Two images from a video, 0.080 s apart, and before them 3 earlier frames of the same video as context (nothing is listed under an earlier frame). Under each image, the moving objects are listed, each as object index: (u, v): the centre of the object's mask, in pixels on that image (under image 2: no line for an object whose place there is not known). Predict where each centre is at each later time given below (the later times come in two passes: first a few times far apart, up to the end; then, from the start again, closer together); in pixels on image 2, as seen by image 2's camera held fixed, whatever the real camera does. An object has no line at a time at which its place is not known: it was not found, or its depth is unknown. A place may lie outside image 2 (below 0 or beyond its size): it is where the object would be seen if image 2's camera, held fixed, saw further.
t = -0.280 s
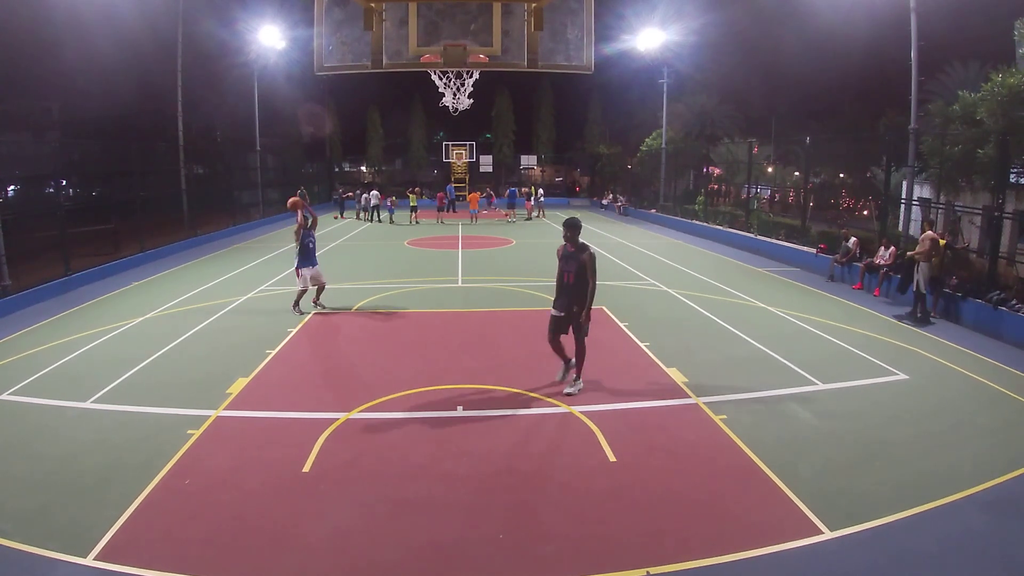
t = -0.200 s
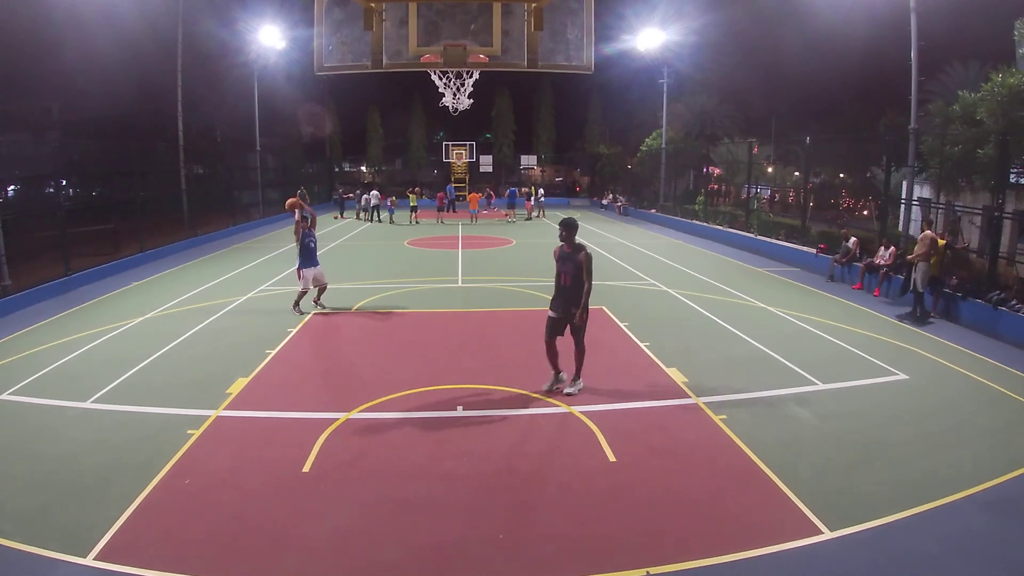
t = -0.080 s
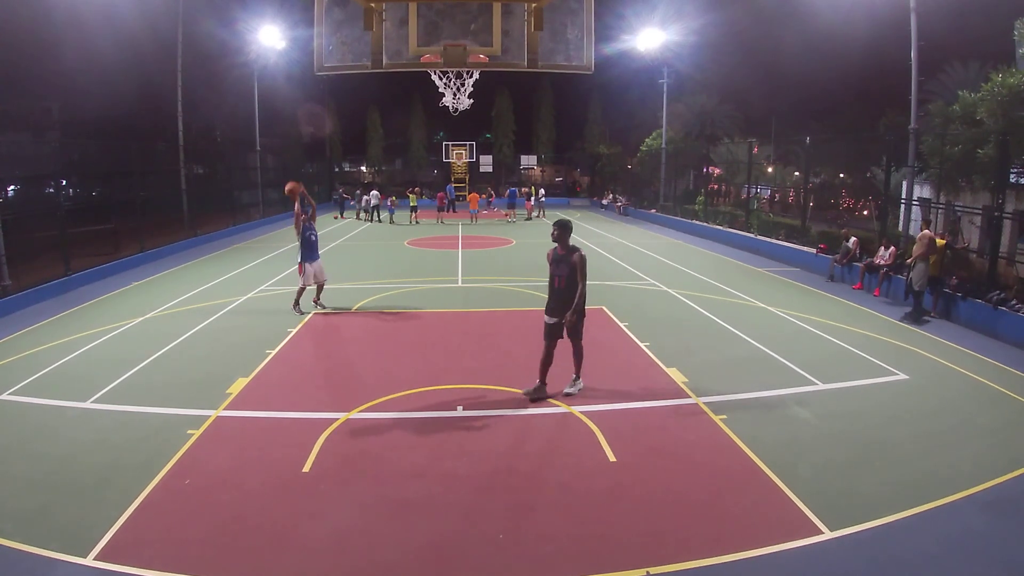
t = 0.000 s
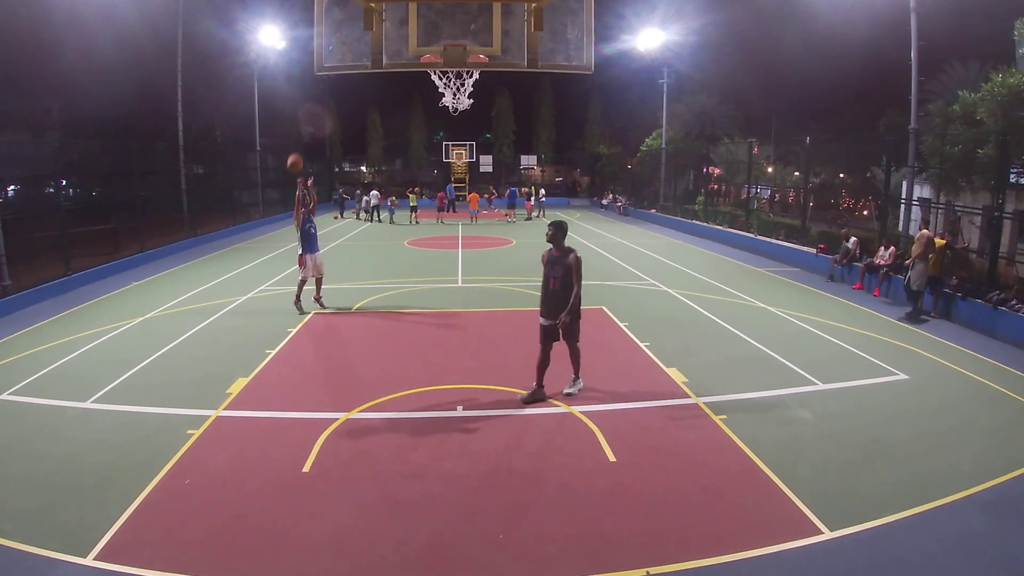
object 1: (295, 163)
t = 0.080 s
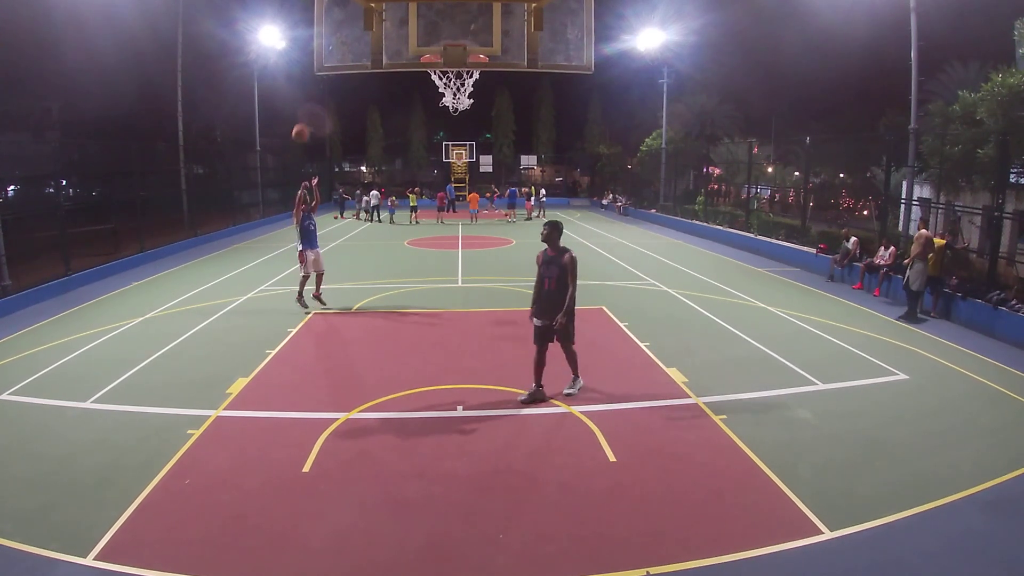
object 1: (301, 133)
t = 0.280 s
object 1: (312, 68)
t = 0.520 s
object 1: (351, 13)
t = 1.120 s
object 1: (467, 105)
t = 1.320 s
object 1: (450, 196)
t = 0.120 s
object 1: (304, 119)
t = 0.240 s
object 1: (314, 80)
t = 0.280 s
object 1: (312, 68)
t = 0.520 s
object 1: (351, 13)
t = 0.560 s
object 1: (354, 10)
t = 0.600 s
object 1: (357, 8)
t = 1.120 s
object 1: (467, 105)
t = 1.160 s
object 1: (463, 118)
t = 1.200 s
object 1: (460, 132)
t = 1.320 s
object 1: (450, 196)
